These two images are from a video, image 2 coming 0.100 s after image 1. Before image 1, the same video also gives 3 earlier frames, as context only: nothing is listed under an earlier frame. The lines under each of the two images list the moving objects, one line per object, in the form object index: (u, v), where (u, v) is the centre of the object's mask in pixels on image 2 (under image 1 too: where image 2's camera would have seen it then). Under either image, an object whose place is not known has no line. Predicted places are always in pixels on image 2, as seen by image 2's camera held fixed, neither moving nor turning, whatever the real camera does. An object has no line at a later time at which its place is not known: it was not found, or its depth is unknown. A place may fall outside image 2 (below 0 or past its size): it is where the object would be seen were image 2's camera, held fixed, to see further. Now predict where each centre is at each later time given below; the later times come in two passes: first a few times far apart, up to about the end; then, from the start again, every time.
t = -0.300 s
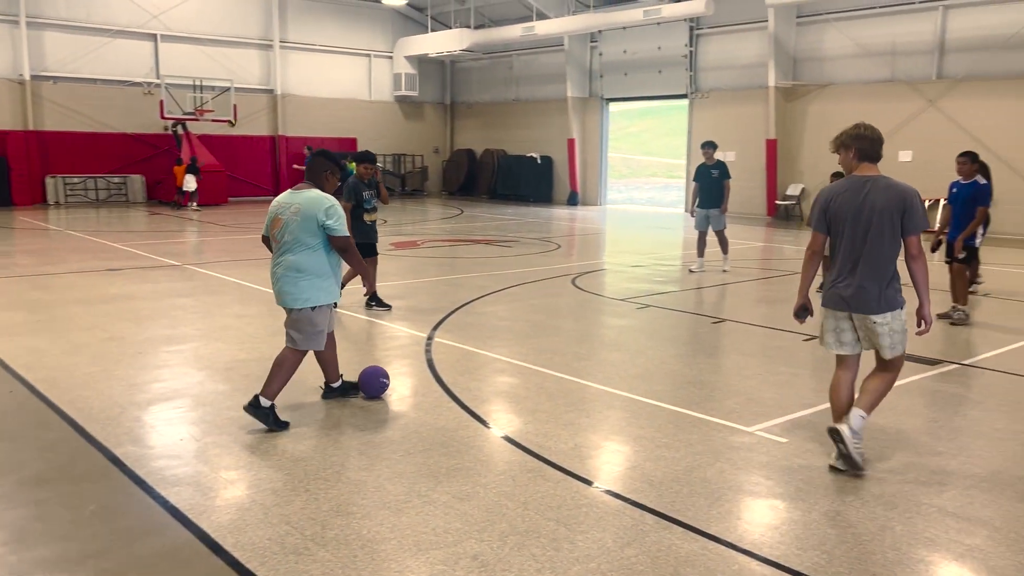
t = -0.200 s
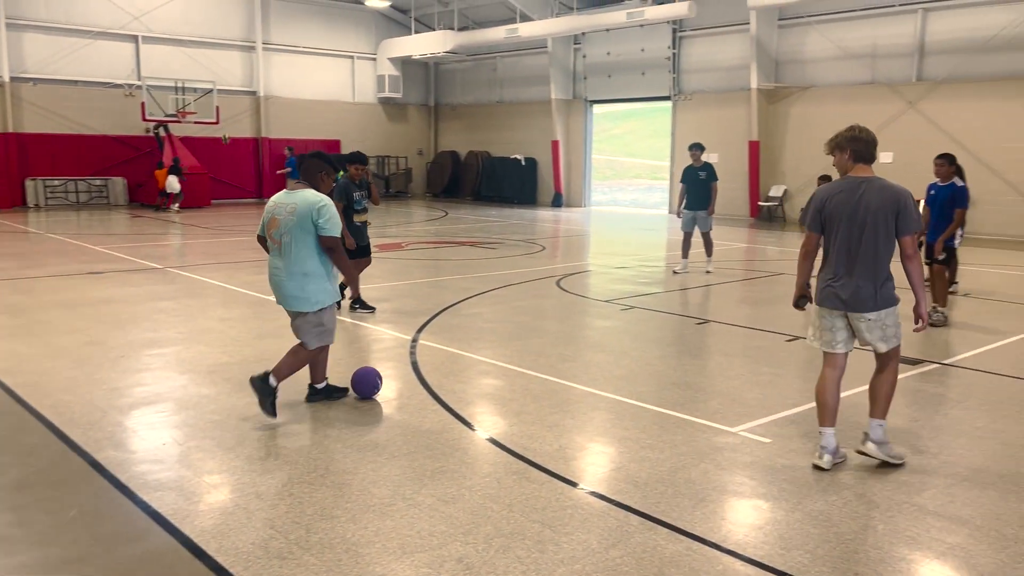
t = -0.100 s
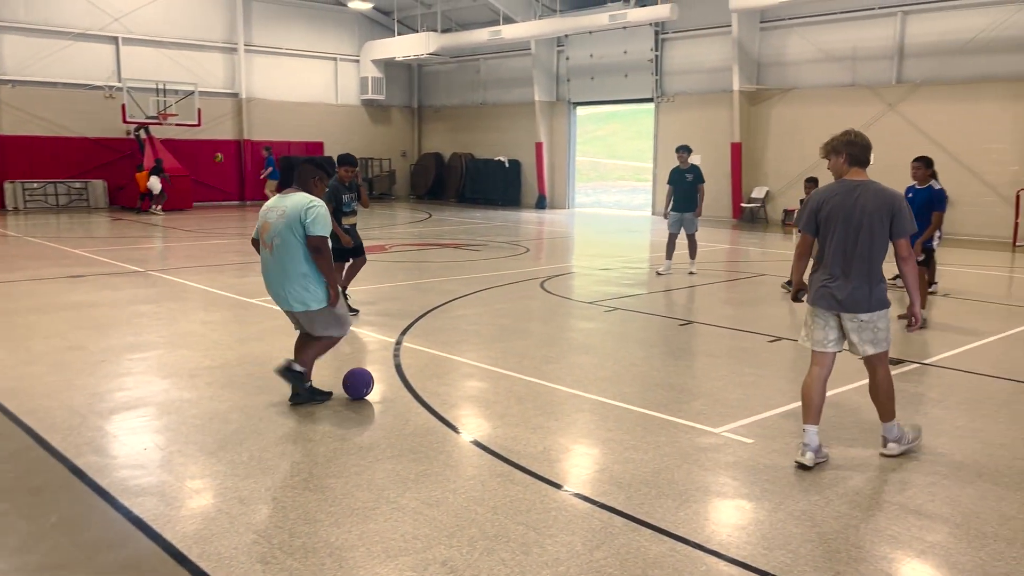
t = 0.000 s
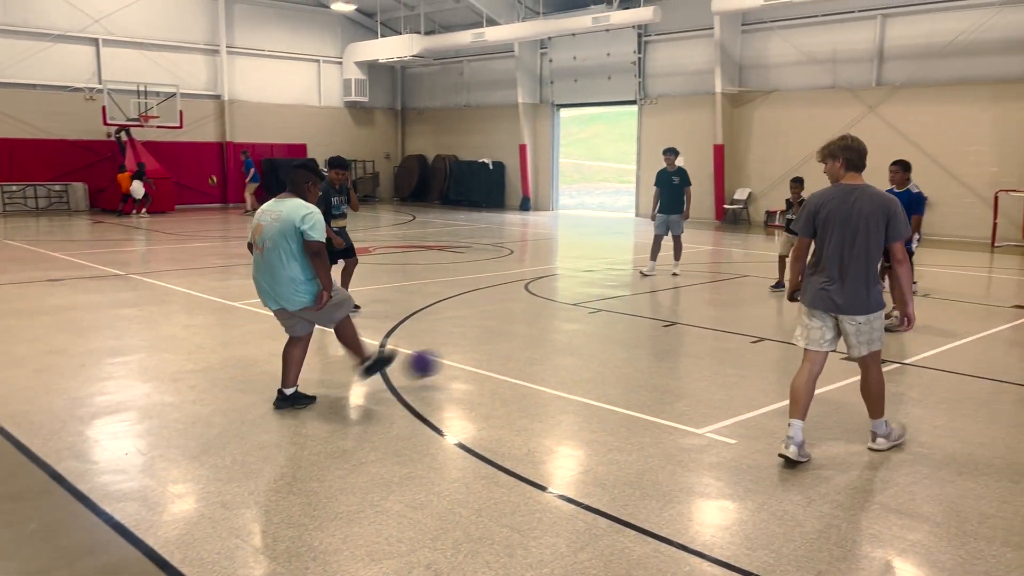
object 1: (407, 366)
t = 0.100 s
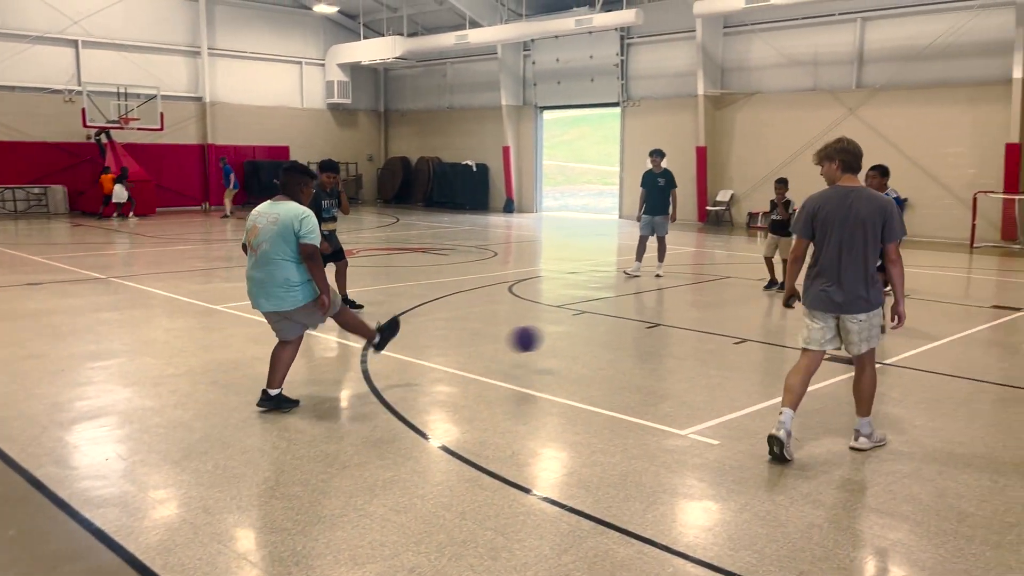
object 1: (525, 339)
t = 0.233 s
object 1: (655, 323)
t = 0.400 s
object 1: (782, 323)
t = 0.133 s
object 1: (560, 333)
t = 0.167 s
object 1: (594, 328)
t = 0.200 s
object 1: (624, 325)
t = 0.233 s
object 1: (655, 323)
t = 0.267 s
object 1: (684, 323)
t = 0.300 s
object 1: (711, 323)
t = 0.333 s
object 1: (737, 324)
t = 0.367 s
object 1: (762, 326)
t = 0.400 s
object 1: (782, 323)
